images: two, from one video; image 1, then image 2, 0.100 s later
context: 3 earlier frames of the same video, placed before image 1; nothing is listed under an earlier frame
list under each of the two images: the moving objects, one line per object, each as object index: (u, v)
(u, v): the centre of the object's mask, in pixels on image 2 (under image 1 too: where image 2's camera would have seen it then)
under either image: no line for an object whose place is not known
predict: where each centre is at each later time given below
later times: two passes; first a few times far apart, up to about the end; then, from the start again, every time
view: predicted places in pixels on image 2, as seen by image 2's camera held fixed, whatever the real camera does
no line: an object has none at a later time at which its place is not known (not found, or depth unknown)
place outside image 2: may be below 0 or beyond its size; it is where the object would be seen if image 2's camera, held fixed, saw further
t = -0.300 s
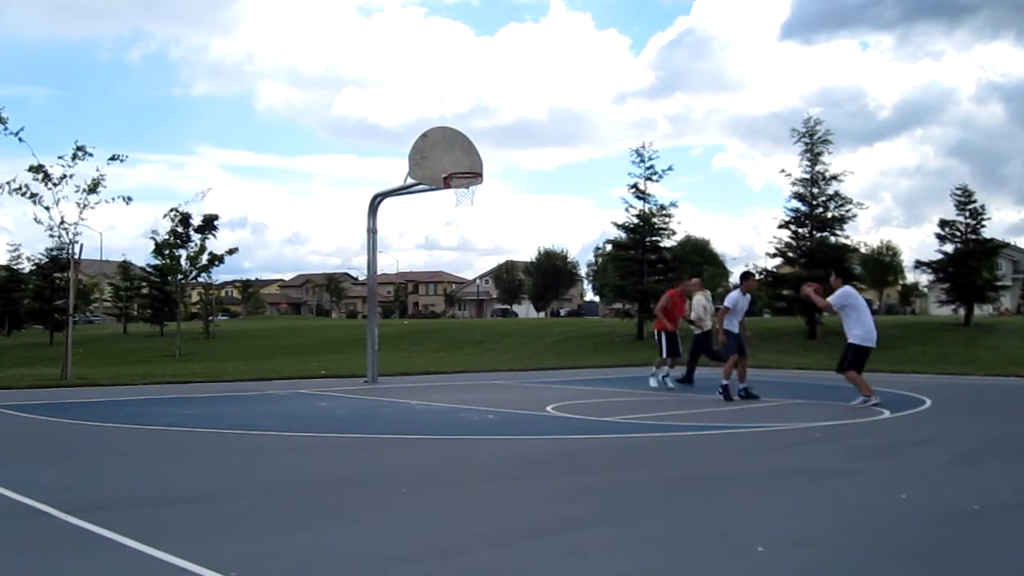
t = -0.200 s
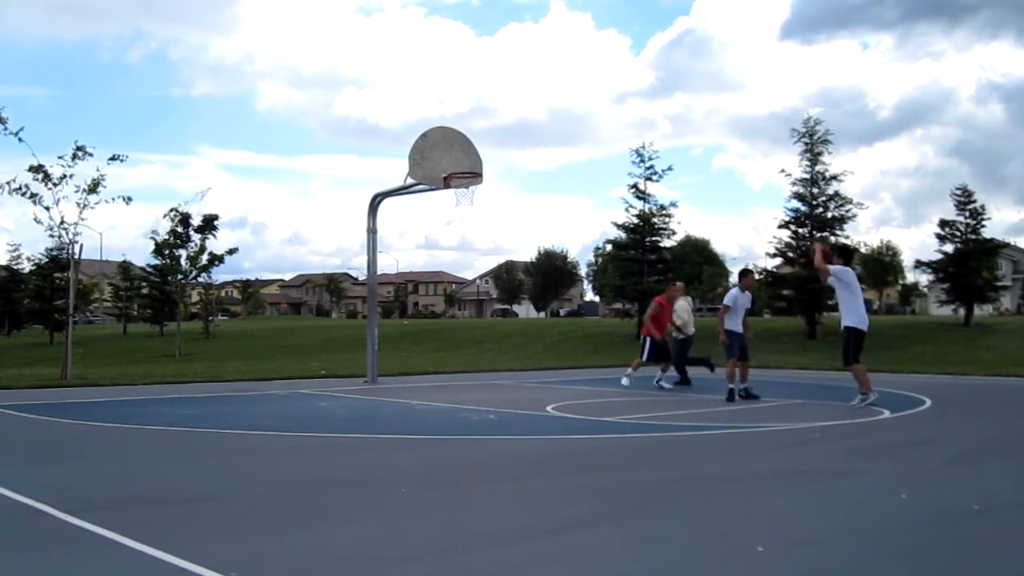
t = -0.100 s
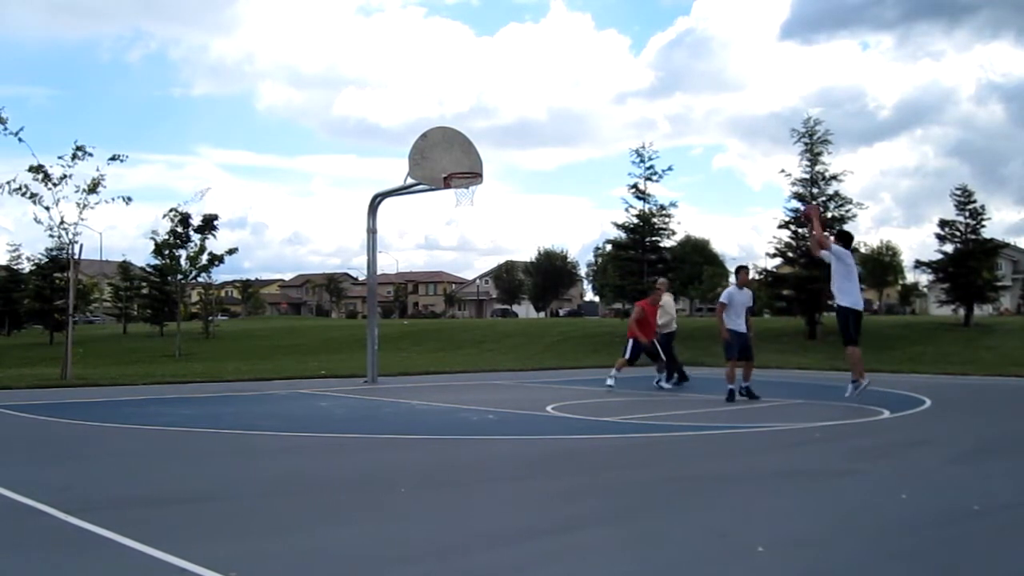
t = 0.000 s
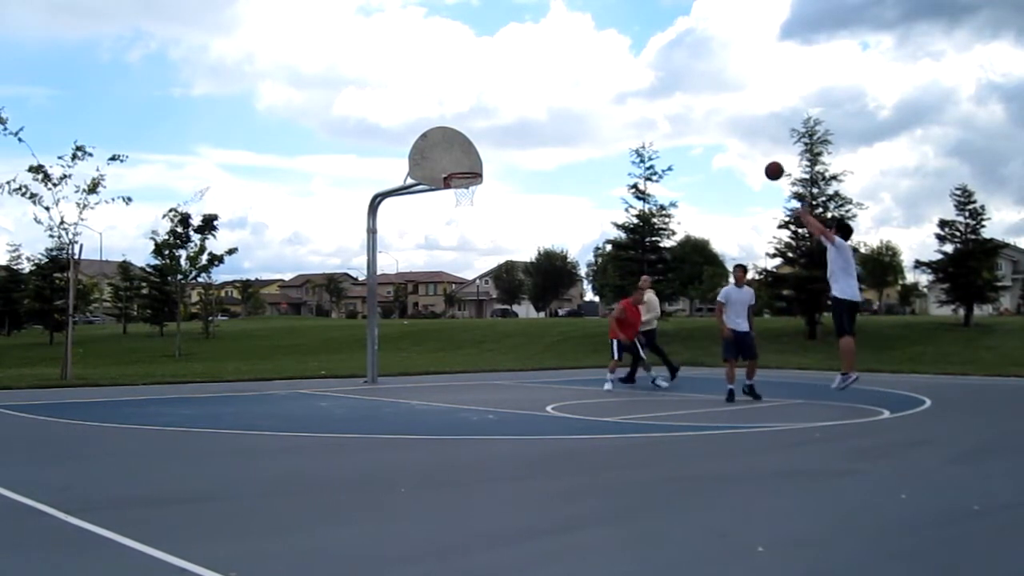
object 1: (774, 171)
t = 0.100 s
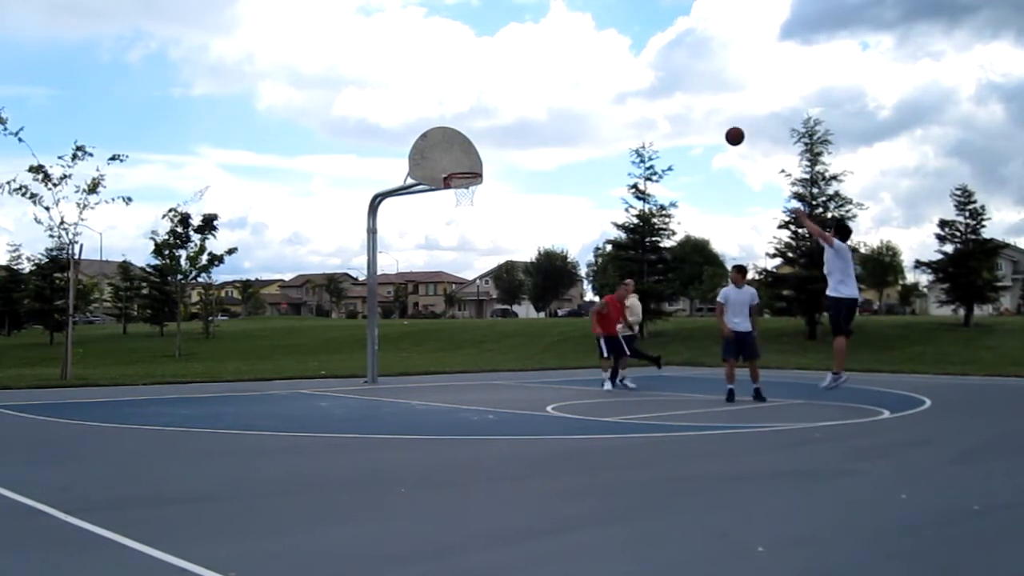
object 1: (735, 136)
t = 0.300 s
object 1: (661, 93)
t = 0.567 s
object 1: (572, 86)
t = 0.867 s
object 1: (483, 136)
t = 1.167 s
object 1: (445, 125)
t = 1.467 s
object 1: (442, 107)
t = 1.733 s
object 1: (438, 143)
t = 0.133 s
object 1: (722, 126)
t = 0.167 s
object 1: (709, 118)
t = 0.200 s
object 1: (697, 111)
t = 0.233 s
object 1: (684, 104)
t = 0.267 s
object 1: (673, 98)
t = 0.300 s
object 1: (661, 93)
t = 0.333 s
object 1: (649, 89)
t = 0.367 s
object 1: (638, 87)
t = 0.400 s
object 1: (627, 84)
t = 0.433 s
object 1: (616, 83)
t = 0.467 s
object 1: (604, 82)
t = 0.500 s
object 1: (594, 83)
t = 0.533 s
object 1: (583, 84)
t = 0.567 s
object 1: (572, 86)
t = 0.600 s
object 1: (562, 89)
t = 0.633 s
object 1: (552, 92)
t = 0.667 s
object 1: (542, 96)
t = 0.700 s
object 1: (531, 101)
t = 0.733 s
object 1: (522, 106)
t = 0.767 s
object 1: (512, 113)
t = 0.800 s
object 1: (502, 120)
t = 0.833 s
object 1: (492, 127)
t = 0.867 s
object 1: (483, 136)
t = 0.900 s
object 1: (473, 145)
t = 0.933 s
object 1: (464, 155)
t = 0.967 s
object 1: (455, 164)
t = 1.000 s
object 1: (450, 164)
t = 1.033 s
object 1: (449, 154)
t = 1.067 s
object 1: (447, 146)
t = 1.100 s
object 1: (446, 137)
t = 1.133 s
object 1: (445, 131)
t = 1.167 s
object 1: (445, 125)
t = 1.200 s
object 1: (445, 120)
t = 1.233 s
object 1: (445, 116)
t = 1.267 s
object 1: (444, 112)
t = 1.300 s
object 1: (444, 109)
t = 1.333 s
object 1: (443, 107)
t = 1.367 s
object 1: (443, 106)
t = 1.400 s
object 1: (442, 106)
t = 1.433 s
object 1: (442, 106)
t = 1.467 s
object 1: (442, 107)
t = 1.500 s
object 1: (441, 109)
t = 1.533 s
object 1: (441, 111)
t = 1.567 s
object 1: (440, 115)
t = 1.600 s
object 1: (440, 119)
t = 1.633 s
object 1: (439, 124)
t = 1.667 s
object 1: (439, 129)
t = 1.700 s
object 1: (438, 135)
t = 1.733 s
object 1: (438, 143)
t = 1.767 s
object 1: (437, 150)
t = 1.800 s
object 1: (437, 159)
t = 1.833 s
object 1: (436, 168)
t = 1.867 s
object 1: (436, 178)
